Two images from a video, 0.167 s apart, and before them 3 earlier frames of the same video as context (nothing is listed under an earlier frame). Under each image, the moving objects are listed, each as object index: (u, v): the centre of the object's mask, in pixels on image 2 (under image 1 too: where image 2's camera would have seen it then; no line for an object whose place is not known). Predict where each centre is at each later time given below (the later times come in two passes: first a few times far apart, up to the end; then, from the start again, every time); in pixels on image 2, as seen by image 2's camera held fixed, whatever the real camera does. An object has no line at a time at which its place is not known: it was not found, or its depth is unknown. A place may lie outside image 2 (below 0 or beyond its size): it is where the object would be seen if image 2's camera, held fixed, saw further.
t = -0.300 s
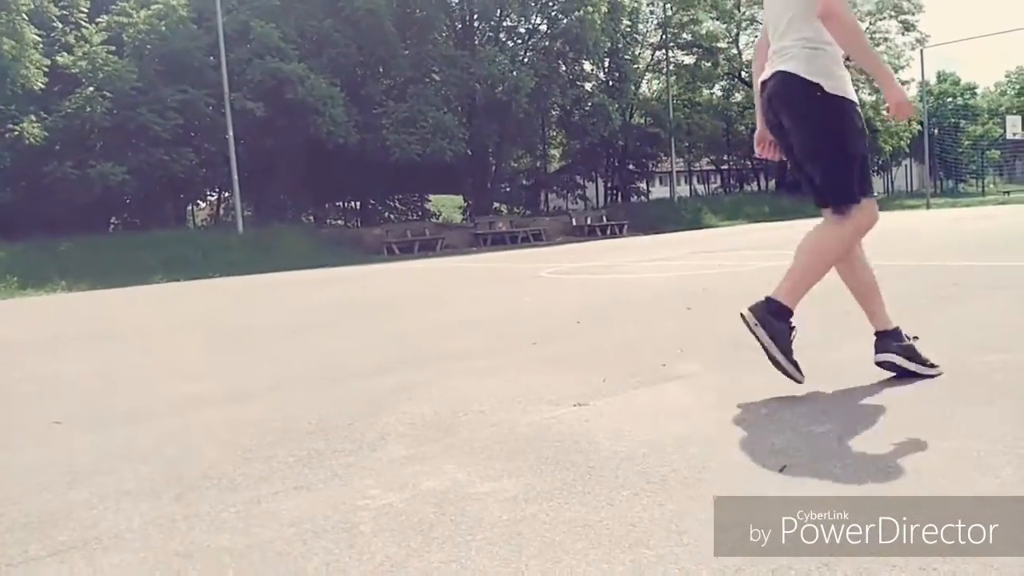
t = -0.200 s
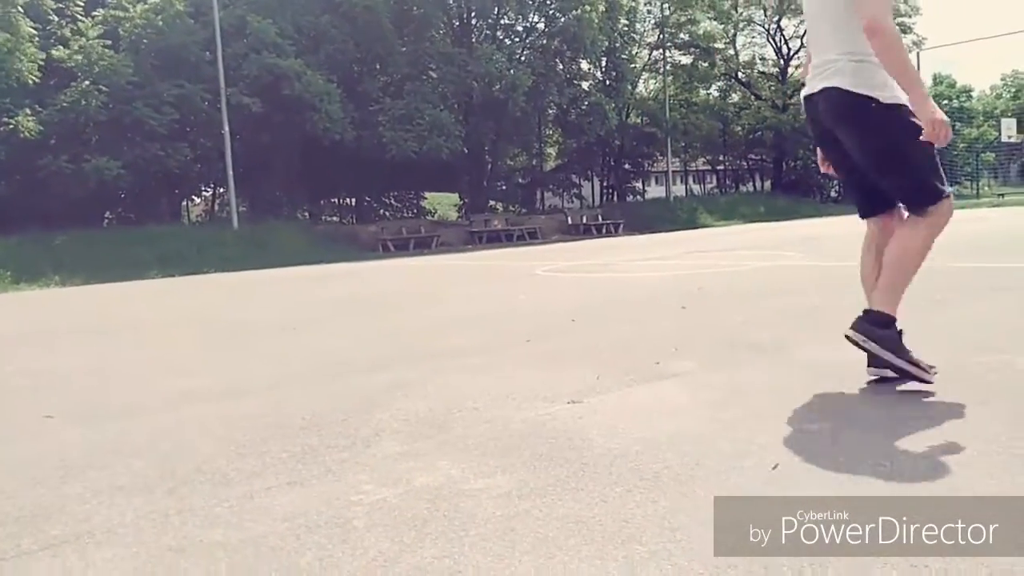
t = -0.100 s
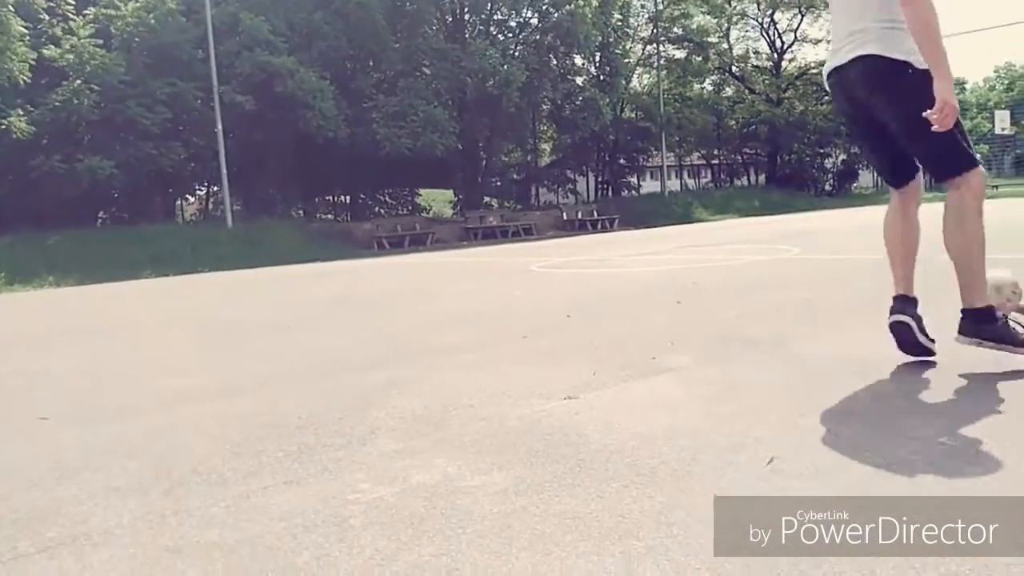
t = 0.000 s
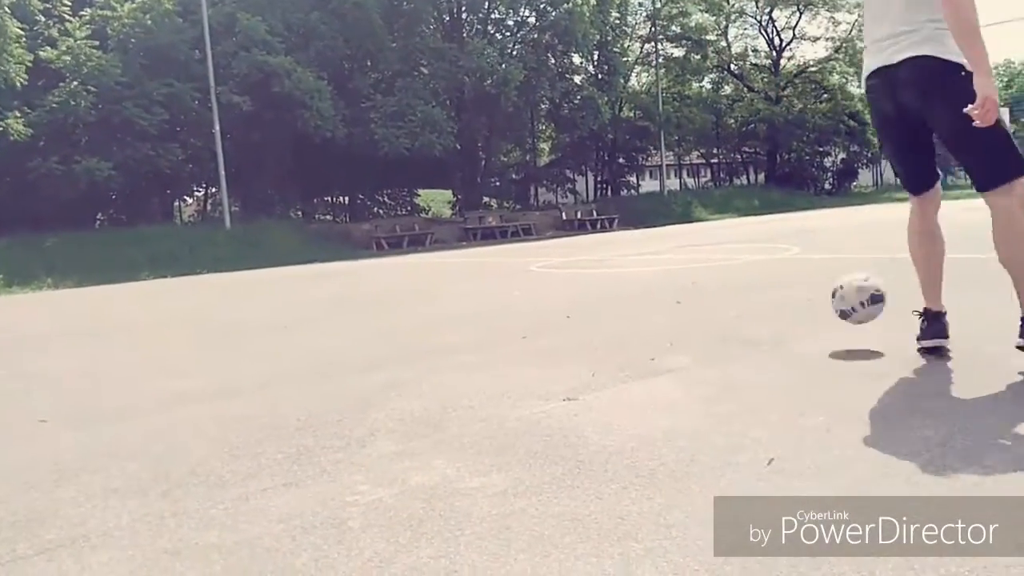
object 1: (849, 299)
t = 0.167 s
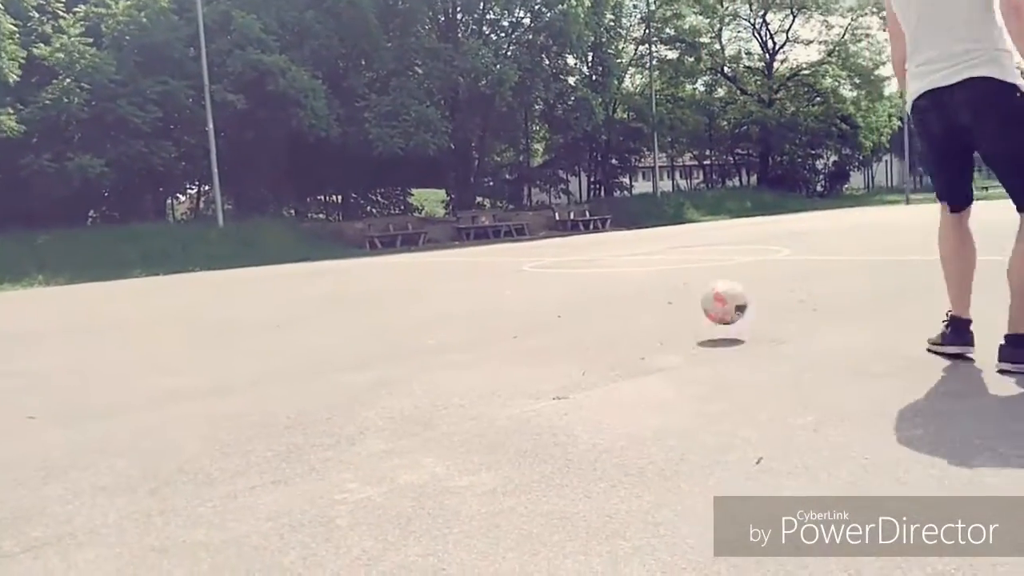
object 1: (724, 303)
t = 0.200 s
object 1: (708, 301)
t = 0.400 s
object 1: (628, 305)
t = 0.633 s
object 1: (556, 303)
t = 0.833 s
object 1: (504, 302)
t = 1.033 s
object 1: (459, 299)
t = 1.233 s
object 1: (421, 295)
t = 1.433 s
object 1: (388, 294)
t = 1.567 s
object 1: (368, 292)
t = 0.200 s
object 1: (708, 301)
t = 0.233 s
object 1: (692, 303)
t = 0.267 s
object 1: (678, 307)
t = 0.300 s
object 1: (665, 313)
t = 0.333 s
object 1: (652, 309)
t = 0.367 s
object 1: (639, 306)
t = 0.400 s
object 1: (628, 305)
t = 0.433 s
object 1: (618, 306)
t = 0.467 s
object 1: (606, 308)
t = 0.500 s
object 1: (595, 305)
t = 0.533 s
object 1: (586, 304)
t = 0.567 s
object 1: (576, 304)
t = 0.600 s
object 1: (566, 305)
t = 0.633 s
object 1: (556, 303)
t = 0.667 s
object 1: (548, 303)
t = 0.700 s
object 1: (539, 303)
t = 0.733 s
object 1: (528, 303)
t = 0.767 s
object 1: (520, 303)
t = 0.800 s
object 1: (511, 303)
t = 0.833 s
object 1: (504, 302)
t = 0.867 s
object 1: (496, 301)
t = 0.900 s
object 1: (488, 301)
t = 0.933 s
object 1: (480, 300)
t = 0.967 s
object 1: (474, 299)
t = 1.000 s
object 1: (466, 299)
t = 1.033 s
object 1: (459, 299)
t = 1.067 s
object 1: (452, 298)
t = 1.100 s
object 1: (446, 297)
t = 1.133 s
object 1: (440, 297)
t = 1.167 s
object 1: (433, 298)
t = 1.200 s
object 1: (426, 296)
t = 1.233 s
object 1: (421, 295)
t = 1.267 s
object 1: (415, 296)
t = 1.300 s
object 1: (409, 295)
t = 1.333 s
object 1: (403, 295)
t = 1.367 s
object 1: (398, 294)
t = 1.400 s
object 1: (392, 293)
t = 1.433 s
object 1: (388, 294)
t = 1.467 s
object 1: (382, 294)
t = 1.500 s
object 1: (378, 293)
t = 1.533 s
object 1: (373, 292)
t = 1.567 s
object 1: (368, 292)
